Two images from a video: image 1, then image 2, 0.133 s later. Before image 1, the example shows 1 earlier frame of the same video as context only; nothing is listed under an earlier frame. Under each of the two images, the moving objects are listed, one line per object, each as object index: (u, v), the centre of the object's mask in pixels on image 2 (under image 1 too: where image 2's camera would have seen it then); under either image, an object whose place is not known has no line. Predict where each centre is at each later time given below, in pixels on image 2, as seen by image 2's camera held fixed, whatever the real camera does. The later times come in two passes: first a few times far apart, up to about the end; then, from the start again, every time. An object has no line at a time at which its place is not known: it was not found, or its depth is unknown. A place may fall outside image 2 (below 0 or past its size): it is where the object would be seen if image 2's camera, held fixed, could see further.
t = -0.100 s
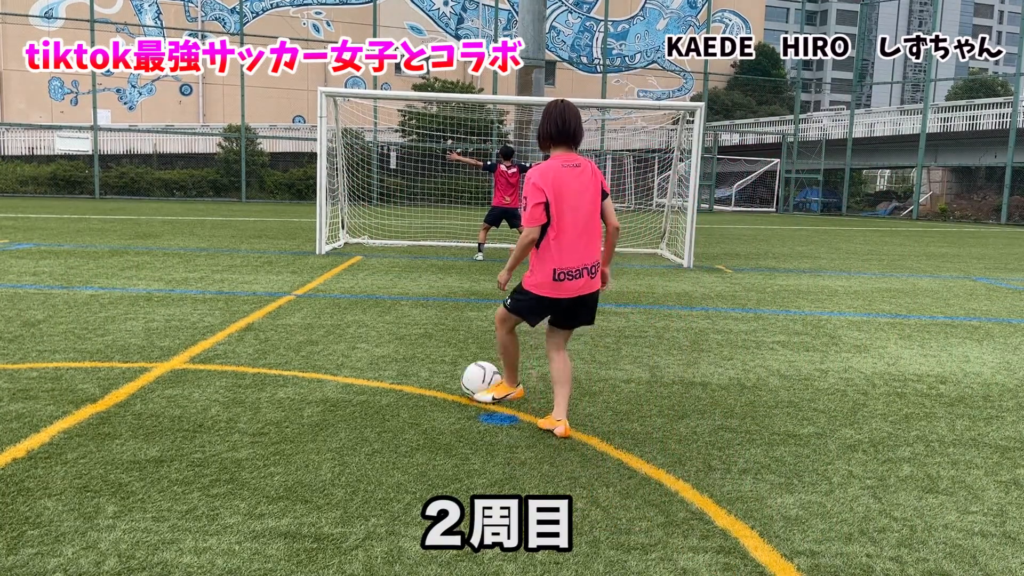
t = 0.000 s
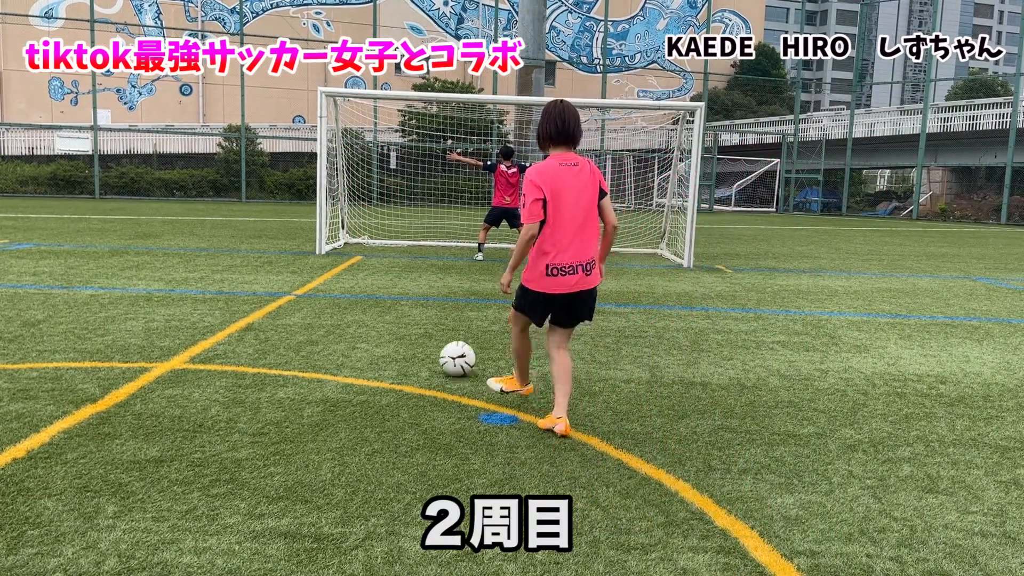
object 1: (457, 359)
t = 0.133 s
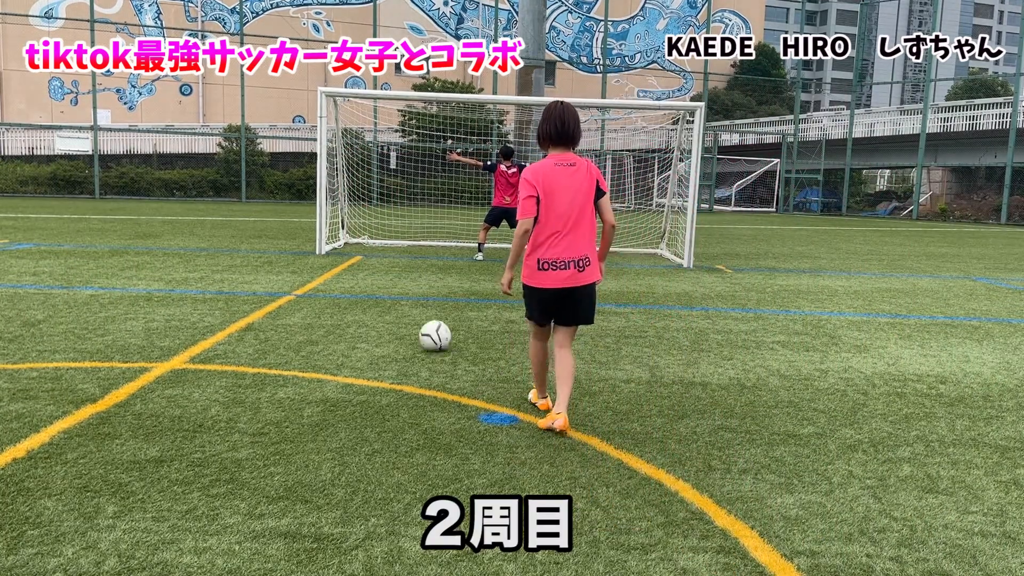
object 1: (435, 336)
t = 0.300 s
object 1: (417, 316)
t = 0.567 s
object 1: (398, 297)
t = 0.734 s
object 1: (388, 286)
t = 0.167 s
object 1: (431, 331)
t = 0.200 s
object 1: (427, 327)
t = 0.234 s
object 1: (423, 323)
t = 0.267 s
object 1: (420, 318)
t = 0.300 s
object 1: (417, 316)
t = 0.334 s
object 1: (414, 313)
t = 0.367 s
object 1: (412, 310)
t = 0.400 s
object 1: (409, 307)
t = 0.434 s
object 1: (406, 305)
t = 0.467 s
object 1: (405, 304)
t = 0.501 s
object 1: (404, 302)
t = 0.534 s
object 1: (400, 299)
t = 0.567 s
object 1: (398, 297)
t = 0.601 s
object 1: (396, 294)
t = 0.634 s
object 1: (394, 292)
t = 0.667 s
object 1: (392, 290)
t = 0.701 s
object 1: (390, 288)
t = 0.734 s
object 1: (388, 286)
